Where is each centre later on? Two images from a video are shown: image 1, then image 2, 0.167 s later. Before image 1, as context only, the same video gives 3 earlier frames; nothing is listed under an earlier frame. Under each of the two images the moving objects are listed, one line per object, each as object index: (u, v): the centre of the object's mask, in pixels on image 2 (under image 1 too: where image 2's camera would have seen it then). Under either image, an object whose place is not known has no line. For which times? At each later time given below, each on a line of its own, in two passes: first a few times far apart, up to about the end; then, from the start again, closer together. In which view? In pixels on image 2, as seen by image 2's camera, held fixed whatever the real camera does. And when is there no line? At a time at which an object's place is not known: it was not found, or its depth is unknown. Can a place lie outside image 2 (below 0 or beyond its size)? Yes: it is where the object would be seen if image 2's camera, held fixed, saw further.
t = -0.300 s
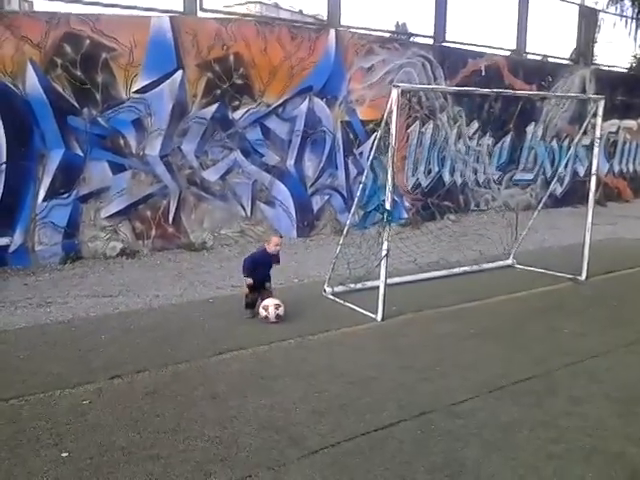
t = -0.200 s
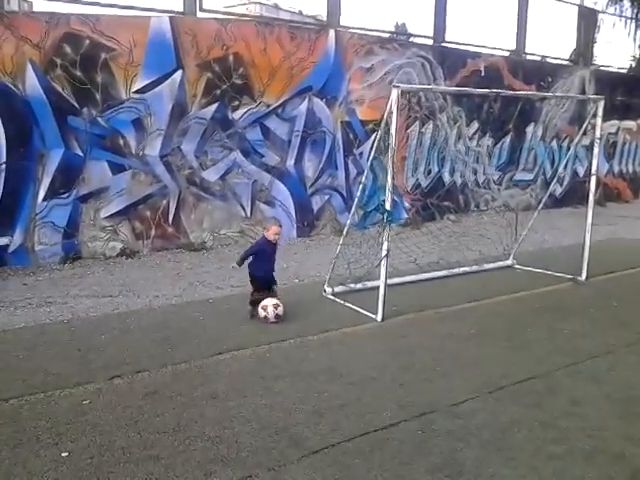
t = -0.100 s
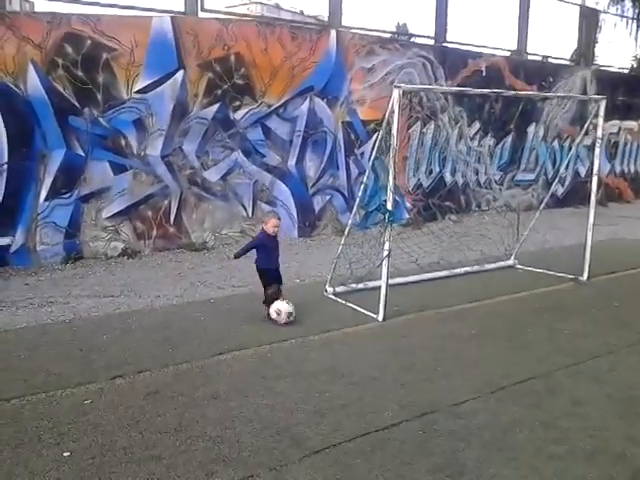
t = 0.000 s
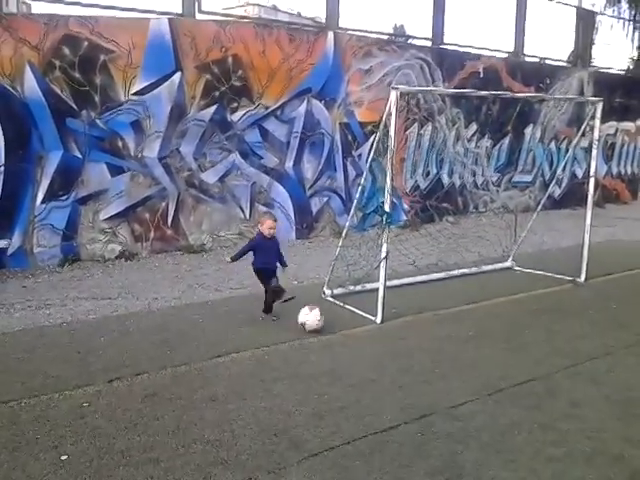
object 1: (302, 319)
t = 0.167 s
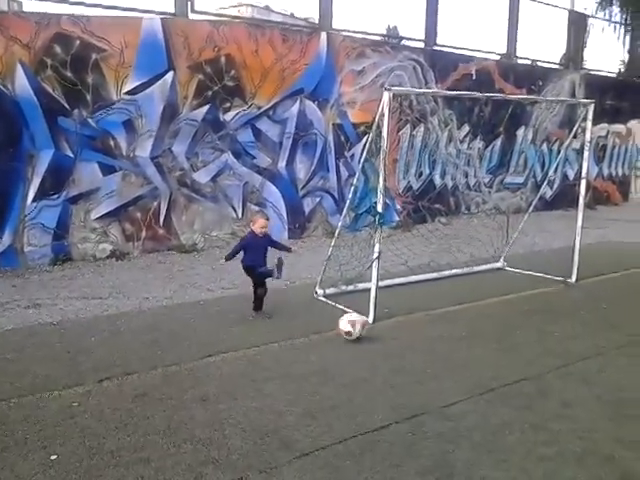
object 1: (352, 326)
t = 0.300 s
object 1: (392, 333)
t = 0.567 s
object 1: (480, 350)
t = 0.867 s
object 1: (589, 370)
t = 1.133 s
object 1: (701, 388)
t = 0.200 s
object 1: (361, 330)
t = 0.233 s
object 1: (371, 332)
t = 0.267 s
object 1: (382, 332)
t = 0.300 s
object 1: (392, 333)
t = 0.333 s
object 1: (402, 336)
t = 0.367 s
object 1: (412, 339)
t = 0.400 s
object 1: (422, 339)
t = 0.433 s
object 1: (434, 342)
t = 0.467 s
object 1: (446, 345)
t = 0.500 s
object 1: (457, 346)
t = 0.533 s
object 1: (469, 347)
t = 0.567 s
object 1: (480, 350)
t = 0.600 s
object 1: (491, 355)
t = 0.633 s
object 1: (503, 355)
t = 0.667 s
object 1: (515, 357)
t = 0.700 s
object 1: (527, 359)
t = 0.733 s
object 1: (540, 360)
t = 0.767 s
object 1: (553, 363)
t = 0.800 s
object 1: (565, 367)
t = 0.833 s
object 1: (578, 367)
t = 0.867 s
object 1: (589, 370)
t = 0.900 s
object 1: (602, 373)
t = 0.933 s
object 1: (616, 375)
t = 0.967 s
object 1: (629, 378)
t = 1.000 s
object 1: (643, 380)
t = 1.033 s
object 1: (658, 383)
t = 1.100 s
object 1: (687, 387)
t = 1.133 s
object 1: (701, 388)
